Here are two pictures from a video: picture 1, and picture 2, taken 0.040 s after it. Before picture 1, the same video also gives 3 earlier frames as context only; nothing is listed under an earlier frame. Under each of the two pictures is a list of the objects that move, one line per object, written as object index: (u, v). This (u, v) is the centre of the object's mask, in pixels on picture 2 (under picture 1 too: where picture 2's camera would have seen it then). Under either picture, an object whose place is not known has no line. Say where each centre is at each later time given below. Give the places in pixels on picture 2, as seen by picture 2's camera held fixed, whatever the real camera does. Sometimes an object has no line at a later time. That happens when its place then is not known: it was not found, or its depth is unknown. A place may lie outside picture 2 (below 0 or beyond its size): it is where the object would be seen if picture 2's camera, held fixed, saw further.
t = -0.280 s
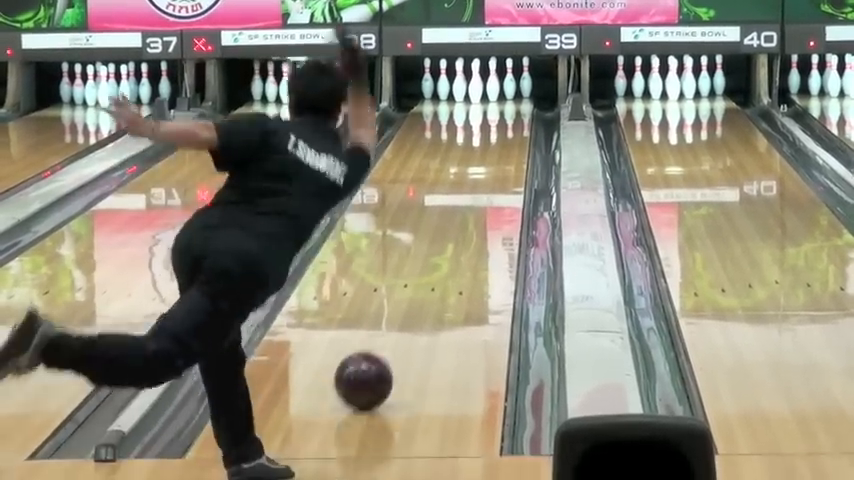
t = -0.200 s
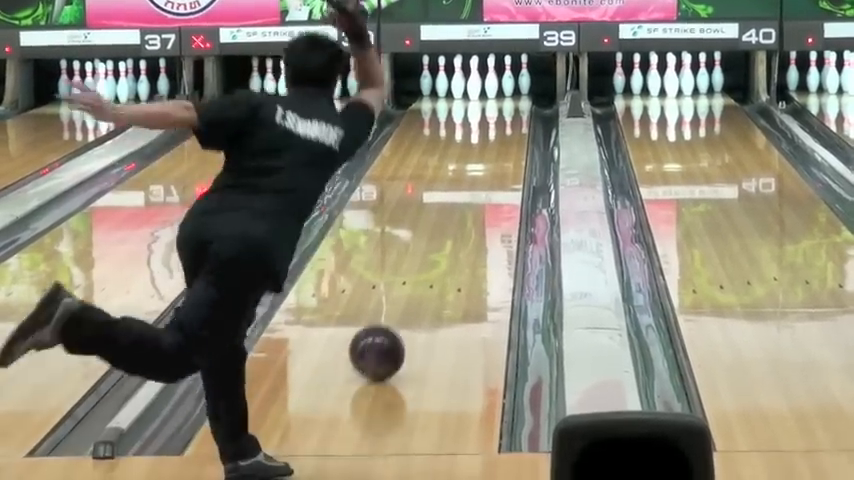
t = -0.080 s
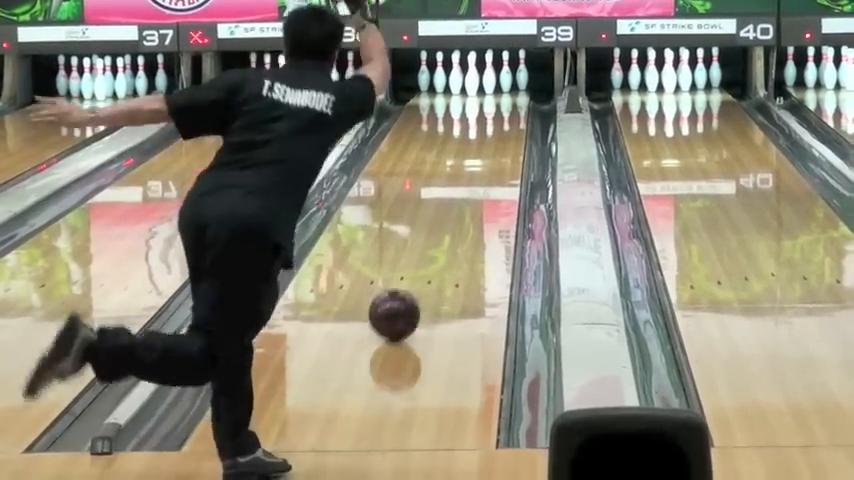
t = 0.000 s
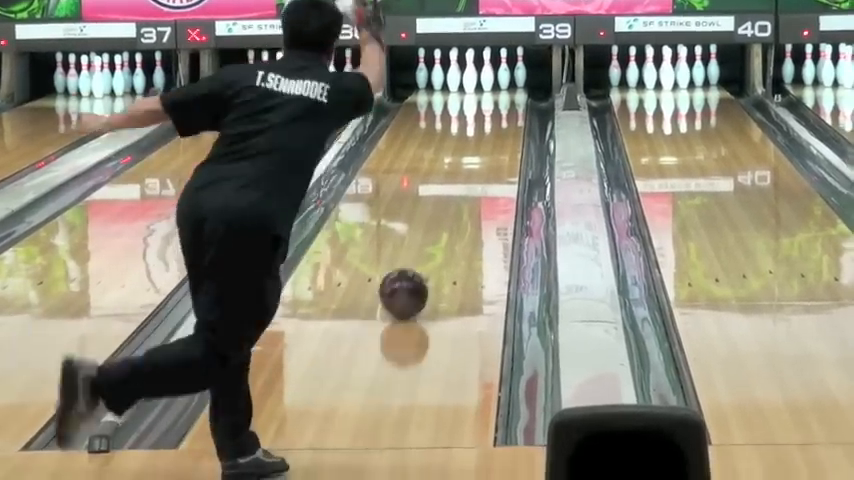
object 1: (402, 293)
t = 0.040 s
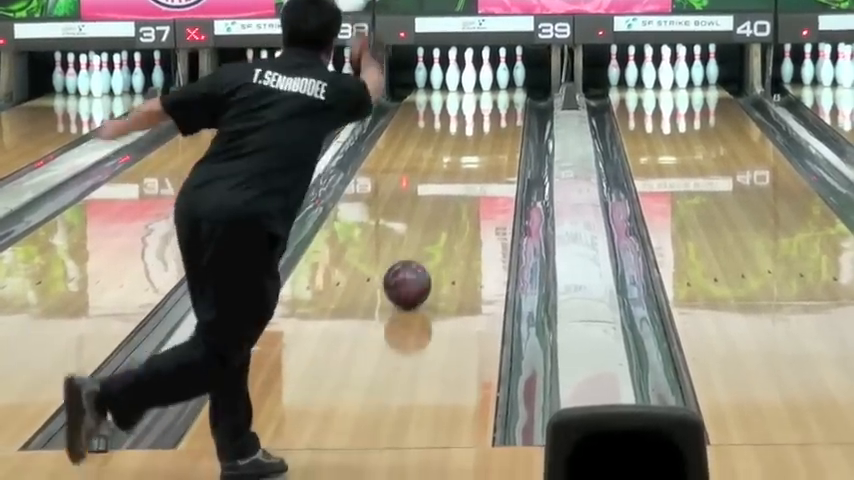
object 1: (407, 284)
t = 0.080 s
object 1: (412, 276)
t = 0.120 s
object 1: (417, 268)
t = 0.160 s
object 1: (421, 260)
